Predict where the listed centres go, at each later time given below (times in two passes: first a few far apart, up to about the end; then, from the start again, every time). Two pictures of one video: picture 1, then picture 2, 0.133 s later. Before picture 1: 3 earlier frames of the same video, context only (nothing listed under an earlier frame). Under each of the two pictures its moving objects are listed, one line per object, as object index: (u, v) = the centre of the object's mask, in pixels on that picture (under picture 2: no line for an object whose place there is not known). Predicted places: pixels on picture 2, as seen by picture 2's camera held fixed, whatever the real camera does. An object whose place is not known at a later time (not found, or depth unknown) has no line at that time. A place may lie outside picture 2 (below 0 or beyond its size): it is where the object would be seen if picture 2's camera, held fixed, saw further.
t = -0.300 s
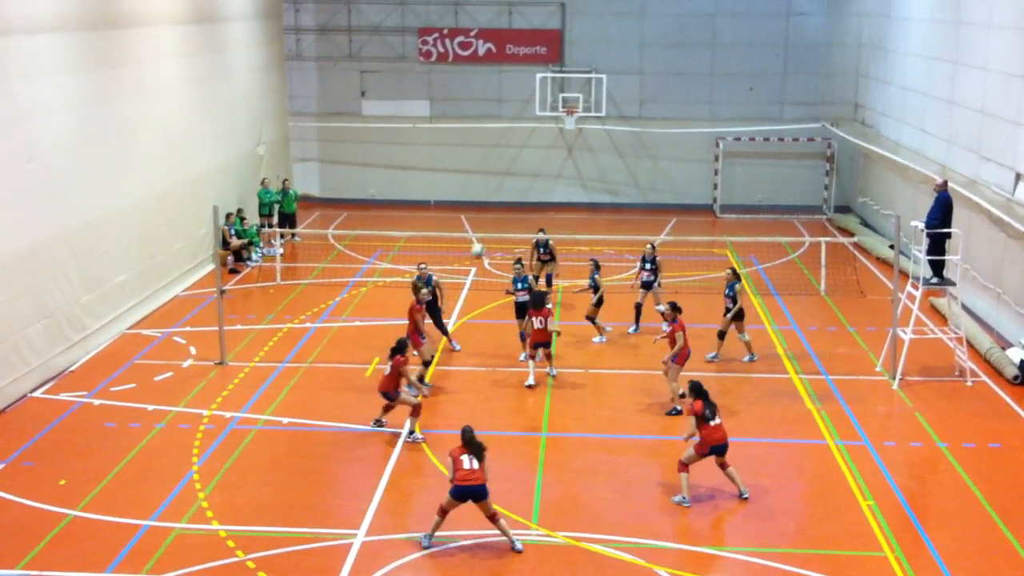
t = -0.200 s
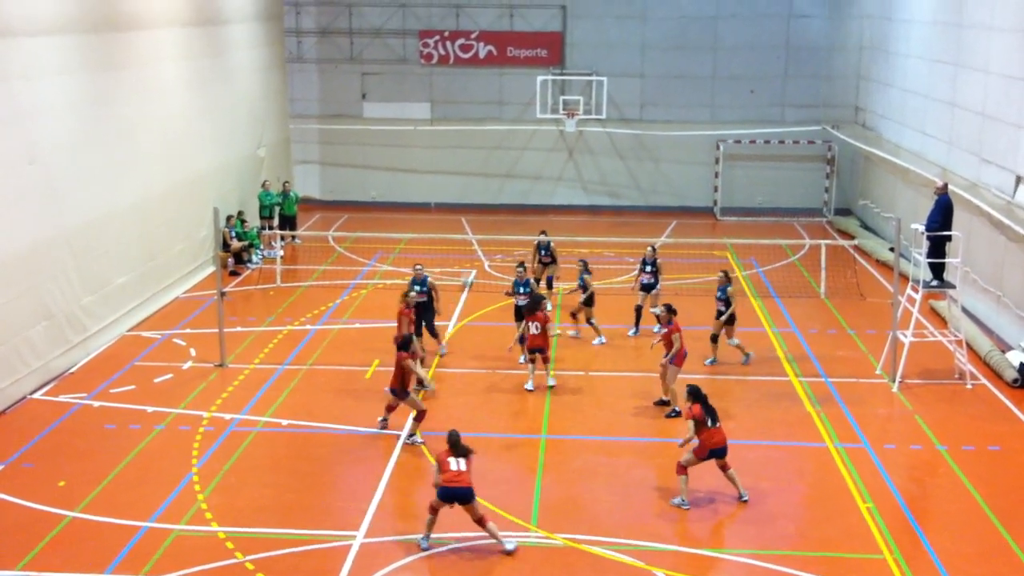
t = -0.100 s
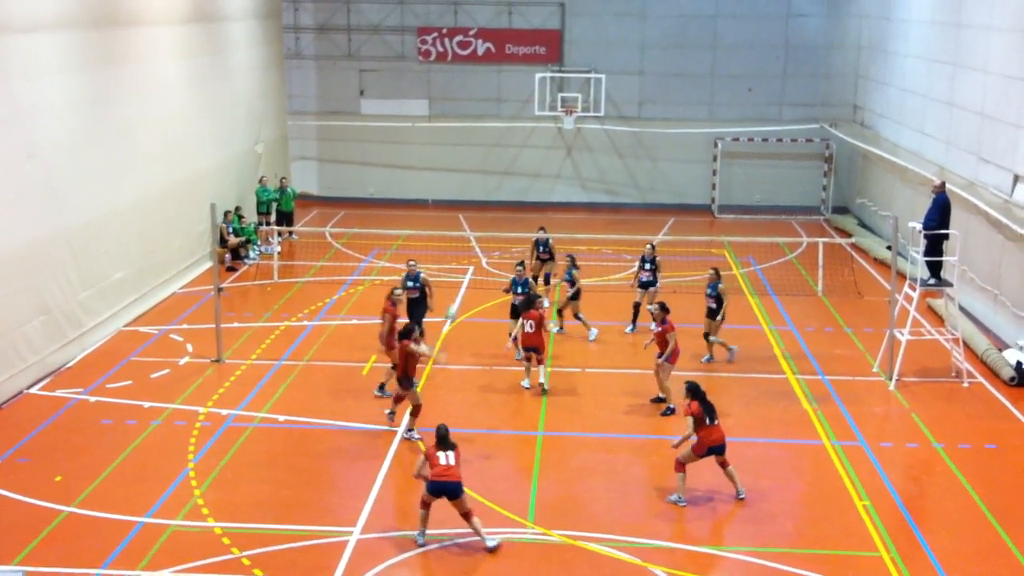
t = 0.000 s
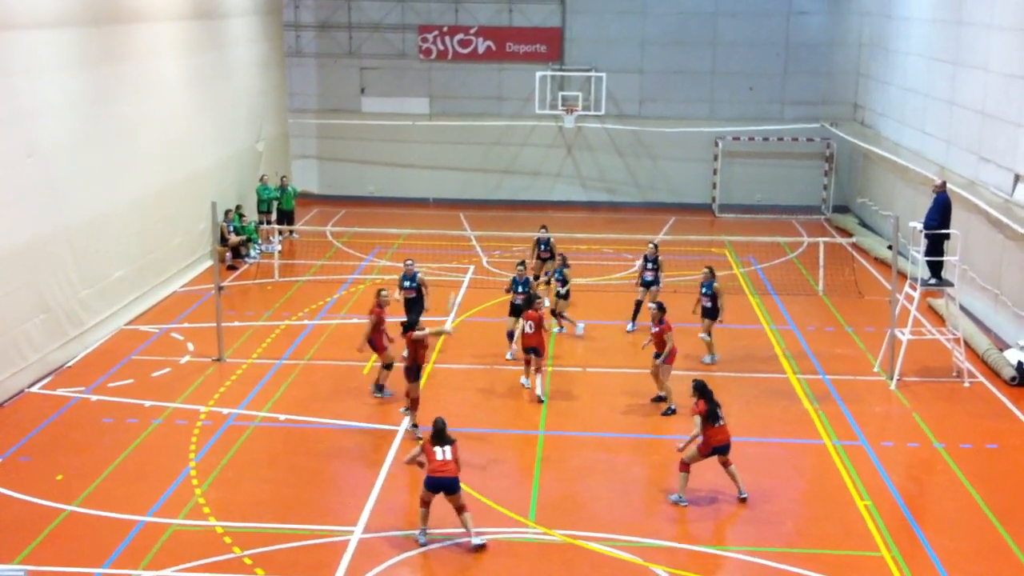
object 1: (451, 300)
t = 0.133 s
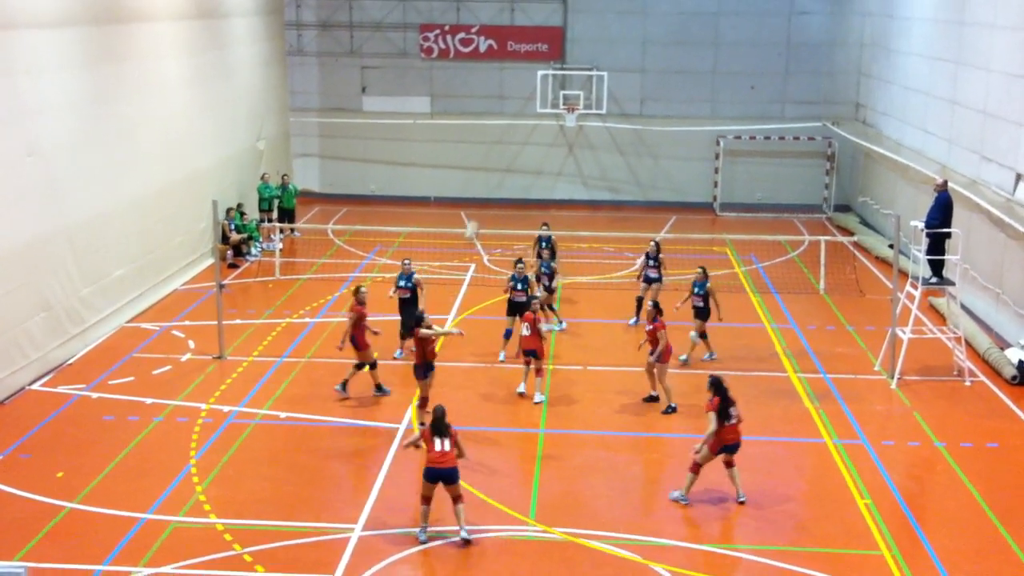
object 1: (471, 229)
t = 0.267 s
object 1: (488, 173)
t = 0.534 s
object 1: (521, 105)
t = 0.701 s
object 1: (540, 90)
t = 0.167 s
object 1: (476, 213)
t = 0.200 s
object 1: (479, 199)
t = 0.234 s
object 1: (484, 186)
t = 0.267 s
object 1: (488, 173)
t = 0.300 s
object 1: (493, 162)
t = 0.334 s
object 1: (497, 150)
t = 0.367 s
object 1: (500, 141)
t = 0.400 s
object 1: (503, 132)
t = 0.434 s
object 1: (507, 125)
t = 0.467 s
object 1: (513, 116)
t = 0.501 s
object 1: (517, 111)
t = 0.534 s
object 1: (521, 105)
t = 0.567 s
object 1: (524, 101)
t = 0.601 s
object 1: (528, 96)
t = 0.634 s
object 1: (531, 94)
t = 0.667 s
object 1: (535, 91)
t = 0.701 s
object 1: (540, 90)
